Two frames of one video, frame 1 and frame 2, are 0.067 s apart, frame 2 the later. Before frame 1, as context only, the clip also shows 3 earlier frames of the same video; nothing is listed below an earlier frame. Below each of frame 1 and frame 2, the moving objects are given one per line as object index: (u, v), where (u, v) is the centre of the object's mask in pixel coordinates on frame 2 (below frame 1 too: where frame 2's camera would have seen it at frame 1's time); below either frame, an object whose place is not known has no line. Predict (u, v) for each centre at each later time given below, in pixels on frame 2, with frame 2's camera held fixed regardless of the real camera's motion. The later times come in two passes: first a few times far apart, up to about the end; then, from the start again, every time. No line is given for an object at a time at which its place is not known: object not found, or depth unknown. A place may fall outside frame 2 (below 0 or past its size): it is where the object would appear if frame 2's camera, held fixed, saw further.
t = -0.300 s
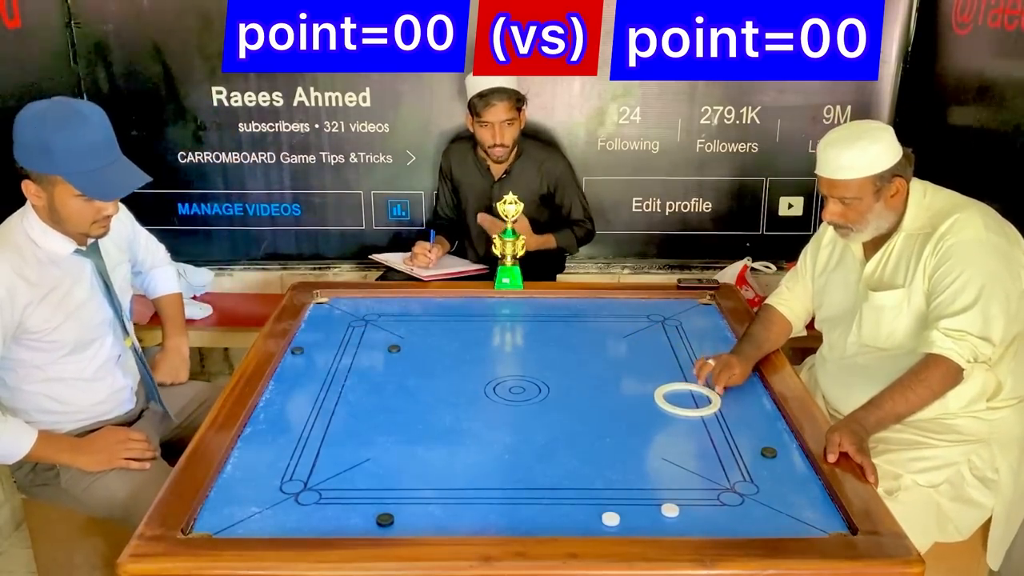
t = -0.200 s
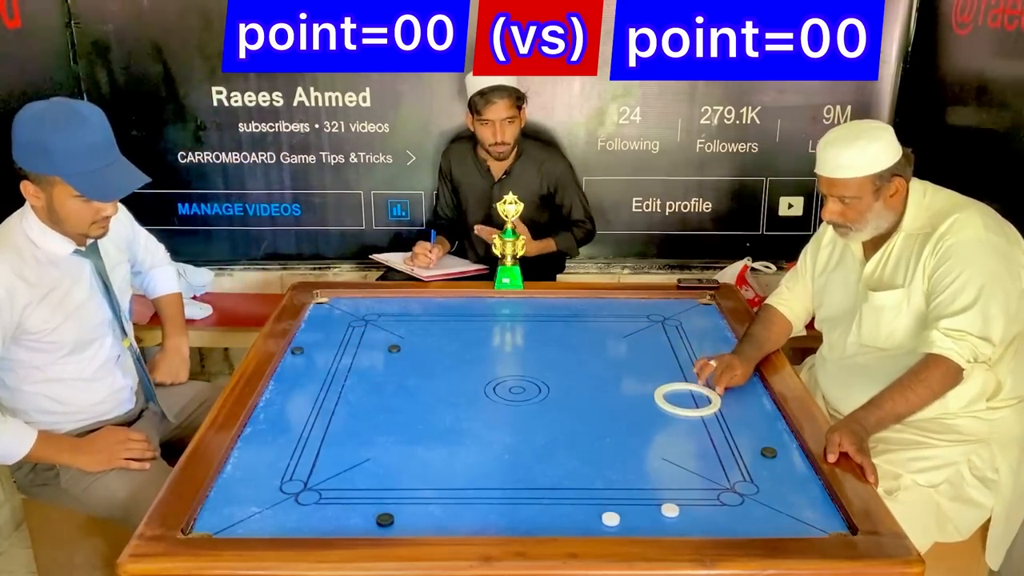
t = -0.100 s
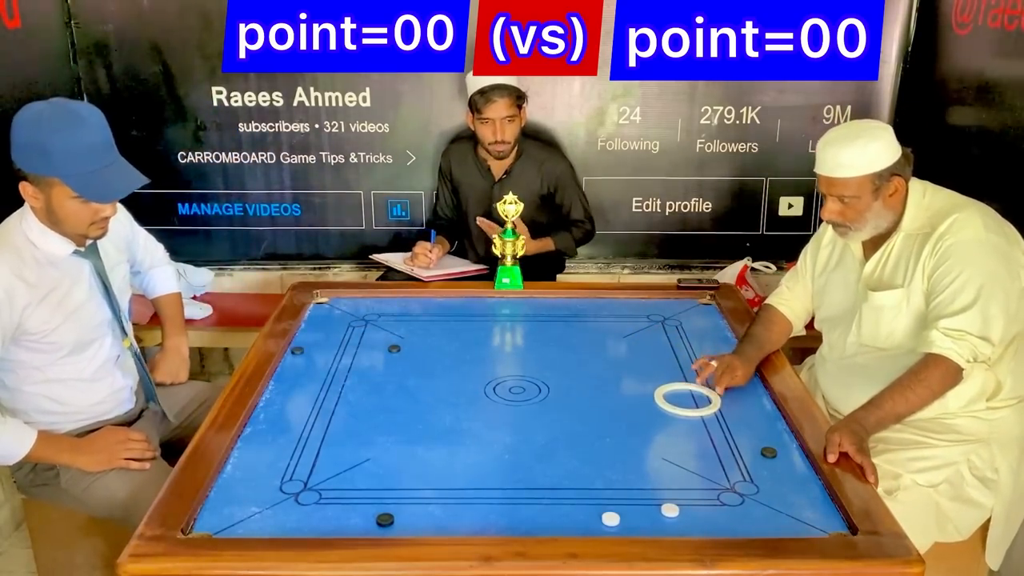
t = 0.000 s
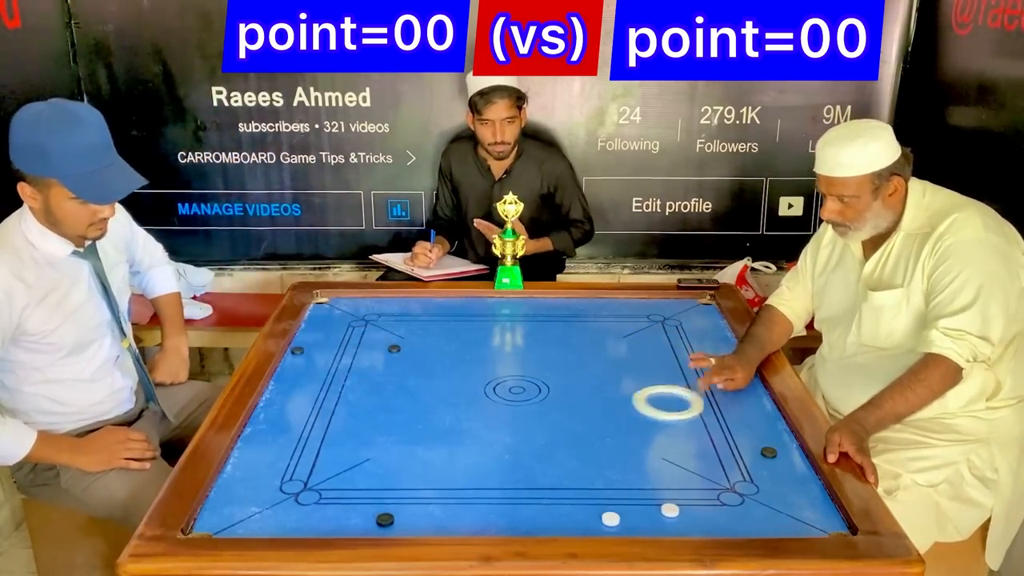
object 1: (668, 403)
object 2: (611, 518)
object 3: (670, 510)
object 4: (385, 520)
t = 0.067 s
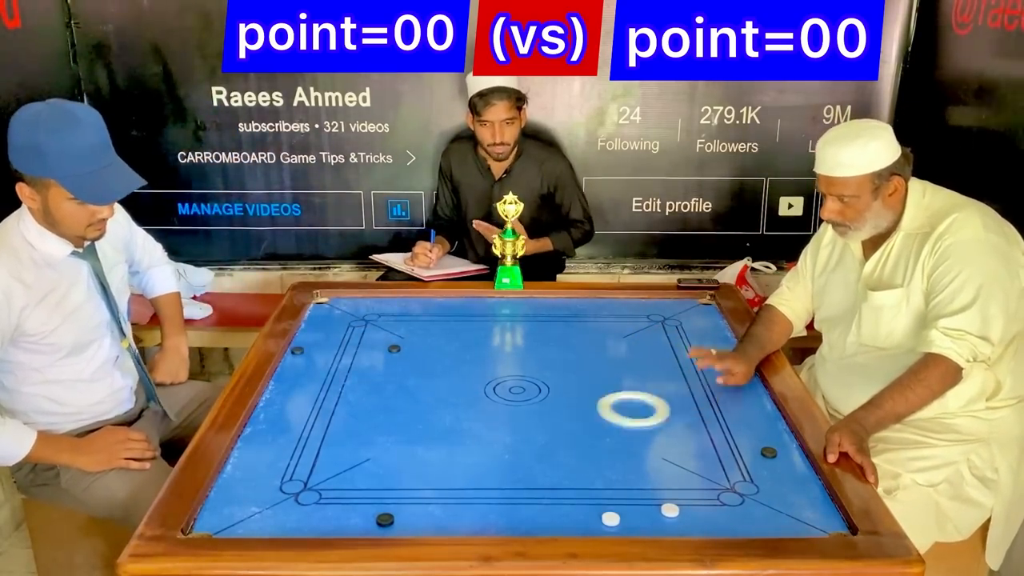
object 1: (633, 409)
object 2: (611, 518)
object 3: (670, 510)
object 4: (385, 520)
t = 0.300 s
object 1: (504, 432)
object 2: (611, 519)
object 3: (670, 510)
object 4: (385, 519)
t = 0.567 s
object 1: (342, 462)
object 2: (611, 519)
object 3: (669, 510)
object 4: (385, 519)
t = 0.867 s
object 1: (328, 490)
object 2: (610, 519)
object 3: (670, 510)
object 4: (385, 520)
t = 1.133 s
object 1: (444, 504)
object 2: (610, 519)
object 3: (669, 509)
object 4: (418, 531)
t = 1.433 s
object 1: (569, 515)
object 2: (622, 521)
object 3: (669, 509)
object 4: (463, 500)
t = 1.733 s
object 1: (659, 517)
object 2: (745, 534)
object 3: (711, 505)
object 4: (497, 474)
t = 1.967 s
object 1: (707, 512)
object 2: (818, 528)
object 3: (774, 499)
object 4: (519, 457)
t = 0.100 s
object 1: (615, 412)
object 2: (611, 518)
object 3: (670, 510)
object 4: (385, 520)
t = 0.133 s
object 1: (597, 416)
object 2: (611, 518)
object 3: (670, 510)
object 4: (385, 520)
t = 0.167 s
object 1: (579, 419)
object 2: (611, 518)
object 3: (670, 510)
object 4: (385, 520)
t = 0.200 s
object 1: (561, 422)
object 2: (611, 518)
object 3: (670, 510)
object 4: (385, 519)
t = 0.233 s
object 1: (542, 425)
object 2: (611, 519)
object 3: (670, 510)
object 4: (384, 520)
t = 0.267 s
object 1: (523, 429)
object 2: (611, 519)
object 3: (670, 510)
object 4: (384, 520)
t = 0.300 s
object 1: (504, 432)
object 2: (611, 519)
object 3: (670, 510)
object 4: (385, 519)
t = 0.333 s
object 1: (485, 436)
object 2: (611, 519)
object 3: (670, 510)
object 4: (385, 519)
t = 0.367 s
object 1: (465, 439)
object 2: (611, 519)
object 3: (670, 510)
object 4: (385, 519)
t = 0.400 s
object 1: (446, 443)
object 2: (611, 519)
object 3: (670, 510)
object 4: (385, 519)
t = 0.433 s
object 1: (425, 447)
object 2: (611, 519)
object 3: (669, 510)
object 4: (384, 519)
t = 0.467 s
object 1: (405, 451)
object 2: (611, 519)
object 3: (670, 510)
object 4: (385, 519)
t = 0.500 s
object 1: (384, 454)
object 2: (611, 519)
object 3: (670, 510)
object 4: (385, 519)
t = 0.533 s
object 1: (363, 458)
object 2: (611, 519)
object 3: (670, 509)
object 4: (385, 519)
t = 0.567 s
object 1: (342, 462)
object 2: (611, 519)
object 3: (669, 510)
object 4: (385, 519)
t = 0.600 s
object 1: (320, 466)
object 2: (611, 519)
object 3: (670, 509)
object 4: (384, 519)
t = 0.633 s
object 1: (299, 470)
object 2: (611, 519)
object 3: (670, 510)
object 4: (385, 519)
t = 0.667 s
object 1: (276, 474)
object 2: (611, 519)
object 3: (670, 509)
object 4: (385, 519)
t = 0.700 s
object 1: (256, 478)
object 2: (611, 519)
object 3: (670, 510)
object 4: (385, 519)
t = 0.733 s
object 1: (267, 480)
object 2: (611, 519)
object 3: (670, 510)
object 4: (385, 519)
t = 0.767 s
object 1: (282, 483)
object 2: (611, 519)
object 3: (670, 510)
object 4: (385, 519)
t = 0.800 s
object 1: (298, 485)
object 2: (611, 519)
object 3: (670, 510)
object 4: (385, 519)
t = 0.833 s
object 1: (313, 488)
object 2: (611, 519)
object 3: (670, 510)
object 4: (385, 519)
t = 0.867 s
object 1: (328, 490)
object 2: (610, 519)
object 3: (670, 510)
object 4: (385, 520)
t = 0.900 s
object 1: (343, 492)
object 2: (610, 519)
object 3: (670, 510)
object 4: (385, 520)
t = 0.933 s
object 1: (358, 495)
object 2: (611, 519)
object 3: (670, 510)
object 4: (385, 520)
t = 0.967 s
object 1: (373, 496)
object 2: (610, 519)
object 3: (670, 510)
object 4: (387, 522)
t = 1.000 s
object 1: (387, 498)
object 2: (610, 519)
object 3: (670, 510)
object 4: (393, 528)
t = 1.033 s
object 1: (401, 500)
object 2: (610, 519)
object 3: (670, 509)
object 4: (400, 532)
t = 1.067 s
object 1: (416, 501)
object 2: (610, 519)
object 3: (670, 509)
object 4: (406, 534)
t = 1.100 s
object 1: (430, 502)
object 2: (610, 519)
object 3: (669, 509)
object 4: (412, 534)
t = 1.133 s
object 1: (444, 504)
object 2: (610, 519)
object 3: (669, 509)
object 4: (418, 531)
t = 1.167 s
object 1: (458, 505)
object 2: (610, 519)
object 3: (669, 509)
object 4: (425, 529)
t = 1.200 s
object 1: (472, 506)
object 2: (610, 519)
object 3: (669, 509)
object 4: (430, 525)
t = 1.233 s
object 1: (486, 508)
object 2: (610, 519)
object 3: (669, 509)
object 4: (436, 520)
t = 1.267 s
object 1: (500, 509)
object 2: (610, 519)
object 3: (669, 509)
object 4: (440, 517)
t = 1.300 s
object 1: (514, 510)
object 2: (610, 519)
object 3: (669, 509)
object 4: (445, 513)
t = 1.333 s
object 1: (528, 512)
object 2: (610, 519)
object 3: (669, 509)
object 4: (450, 510)
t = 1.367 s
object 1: (542, 513)
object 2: (610, 519)
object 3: (669, 509)
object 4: (454, 506)
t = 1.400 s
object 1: (556, 514)
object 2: (610, 519)
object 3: (669, 509)
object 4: (458, 503)
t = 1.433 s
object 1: (569, 515)
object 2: (622, 521)
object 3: (669, 509)
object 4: (463, 500)
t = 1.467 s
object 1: (580, 515)
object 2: (636, 523)
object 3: (669, 509)
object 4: (467, 497)
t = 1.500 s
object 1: (592, 516)
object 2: (650, 526)
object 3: (669, 509)
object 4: (471, 494)
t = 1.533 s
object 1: (603, 517)
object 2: (664, 528)
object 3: (669, 509)
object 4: (475, 491)
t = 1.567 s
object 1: (615, 517)
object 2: (678, 530)
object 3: (670, 509)
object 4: (479, 488)
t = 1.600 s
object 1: (626, 517)
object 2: (692, 532)
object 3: (672, 509)
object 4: (483, 485)
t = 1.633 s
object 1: (635, 506)
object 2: (706, 533)
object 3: (682, 508)
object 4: (486, 483)
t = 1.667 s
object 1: (643, 506)
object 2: (720, 534)
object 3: (692, 507)
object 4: (490, 480)
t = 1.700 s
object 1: (651, 517)
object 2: (733, 535)
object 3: (701, 506)
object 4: (494, 477)
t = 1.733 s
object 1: (659, 517)
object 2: (745, 534)
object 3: (711, 505)
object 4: (497, 474)
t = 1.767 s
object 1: (666, 516)
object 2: (755, 534)
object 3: (720, 505)
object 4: (500, 472)
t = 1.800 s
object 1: (673, 516)
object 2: (766, 533)
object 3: (730, 503)
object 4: (504, 469)
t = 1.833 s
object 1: (680, 515)
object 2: (777, 532)
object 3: (739, 502)
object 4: (507, 466)
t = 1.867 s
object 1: (687, 515)
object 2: (788, 532)
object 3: (748, 502)
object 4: (510, 464)
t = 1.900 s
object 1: (694, 514)
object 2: (798, 531)
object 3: (757, 501)
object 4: (513, 461)
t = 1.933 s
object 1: (701, 513)
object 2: (808, 530)
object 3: (765, 500)
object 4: (516, 459)
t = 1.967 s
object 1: (707, 512)
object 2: (818, 528)
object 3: (774, 499)
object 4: (519, 457)
